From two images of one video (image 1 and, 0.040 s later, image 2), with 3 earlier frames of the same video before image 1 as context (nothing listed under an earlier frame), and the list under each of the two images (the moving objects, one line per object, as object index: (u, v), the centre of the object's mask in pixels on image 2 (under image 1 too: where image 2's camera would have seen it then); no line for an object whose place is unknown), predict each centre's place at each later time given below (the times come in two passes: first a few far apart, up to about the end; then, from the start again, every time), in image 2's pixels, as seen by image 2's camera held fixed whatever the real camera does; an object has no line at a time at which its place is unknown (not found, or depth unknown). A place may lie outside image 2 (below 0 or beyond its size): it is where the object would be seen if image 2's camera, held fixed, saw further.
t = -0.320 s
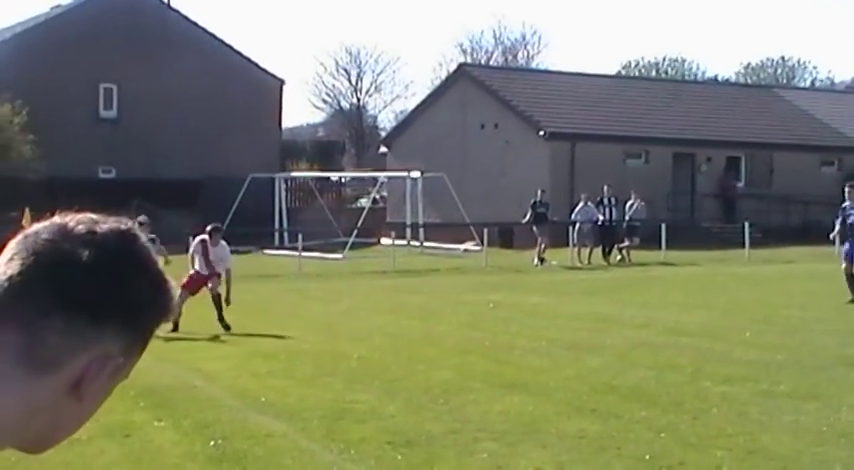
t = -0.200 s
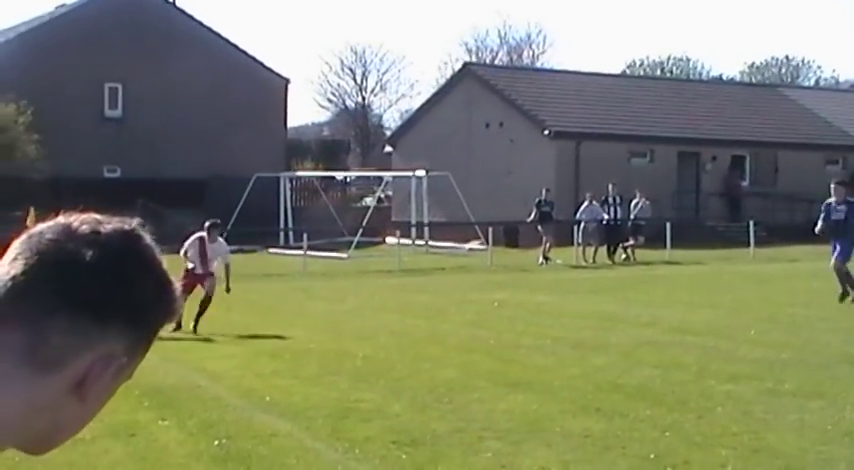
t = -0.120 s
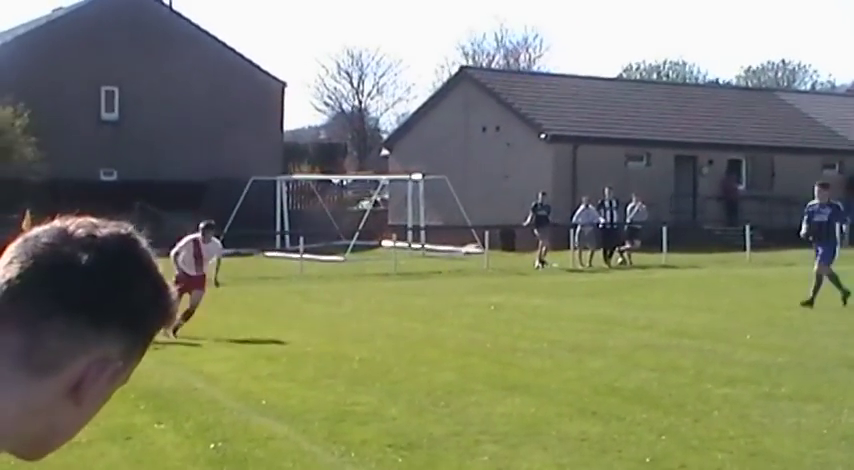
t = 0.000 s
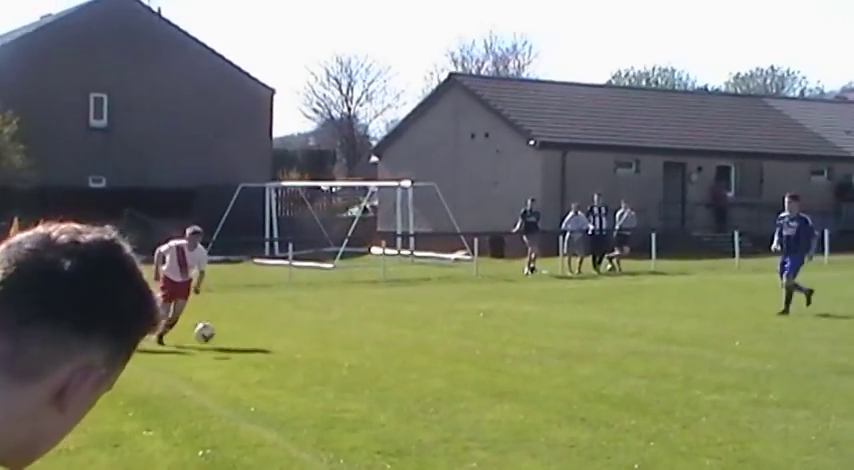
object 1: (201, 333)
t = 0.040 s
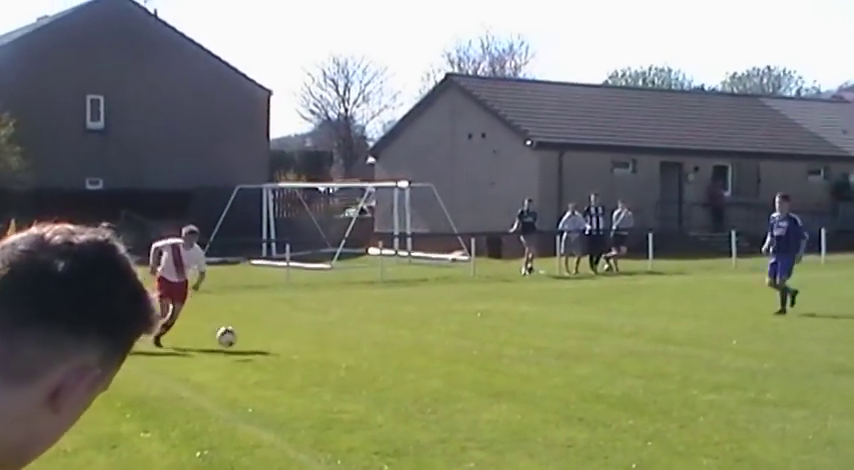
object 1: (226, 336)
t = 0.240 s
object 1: (341, 351)
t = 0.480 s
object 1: (459, 356)
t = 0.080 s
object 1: (251, 341)
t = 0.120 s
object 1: (276, 347)
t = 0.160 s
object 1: (301, 353)
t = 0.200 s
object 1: (321, 351)
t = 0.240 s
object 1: (341, 351)
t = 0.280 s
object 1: (363, 351)
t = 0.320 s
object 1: (384, 354)
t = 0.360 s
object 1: (406, 359)
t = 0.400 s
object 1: (427, 362)
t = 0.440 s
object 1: (443, 358)
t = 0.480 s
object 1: (459, 356)
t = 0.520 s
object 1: (476, 355)
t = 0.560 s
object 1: (492, 356)
